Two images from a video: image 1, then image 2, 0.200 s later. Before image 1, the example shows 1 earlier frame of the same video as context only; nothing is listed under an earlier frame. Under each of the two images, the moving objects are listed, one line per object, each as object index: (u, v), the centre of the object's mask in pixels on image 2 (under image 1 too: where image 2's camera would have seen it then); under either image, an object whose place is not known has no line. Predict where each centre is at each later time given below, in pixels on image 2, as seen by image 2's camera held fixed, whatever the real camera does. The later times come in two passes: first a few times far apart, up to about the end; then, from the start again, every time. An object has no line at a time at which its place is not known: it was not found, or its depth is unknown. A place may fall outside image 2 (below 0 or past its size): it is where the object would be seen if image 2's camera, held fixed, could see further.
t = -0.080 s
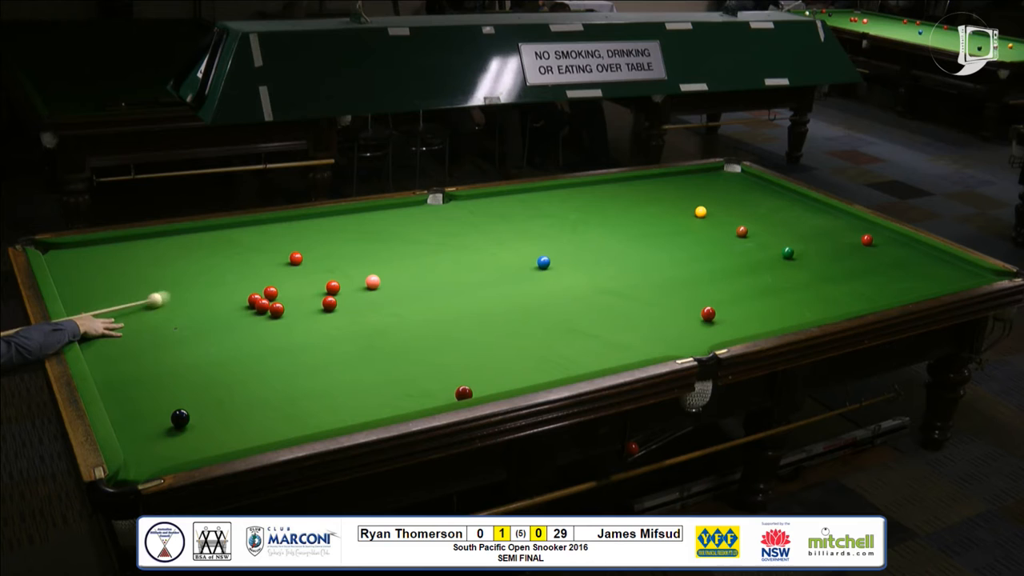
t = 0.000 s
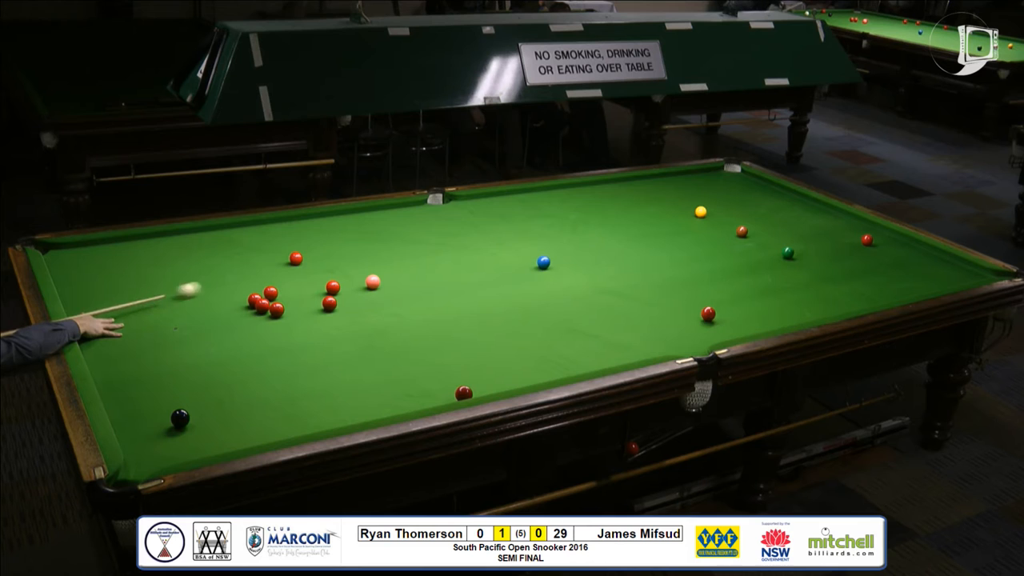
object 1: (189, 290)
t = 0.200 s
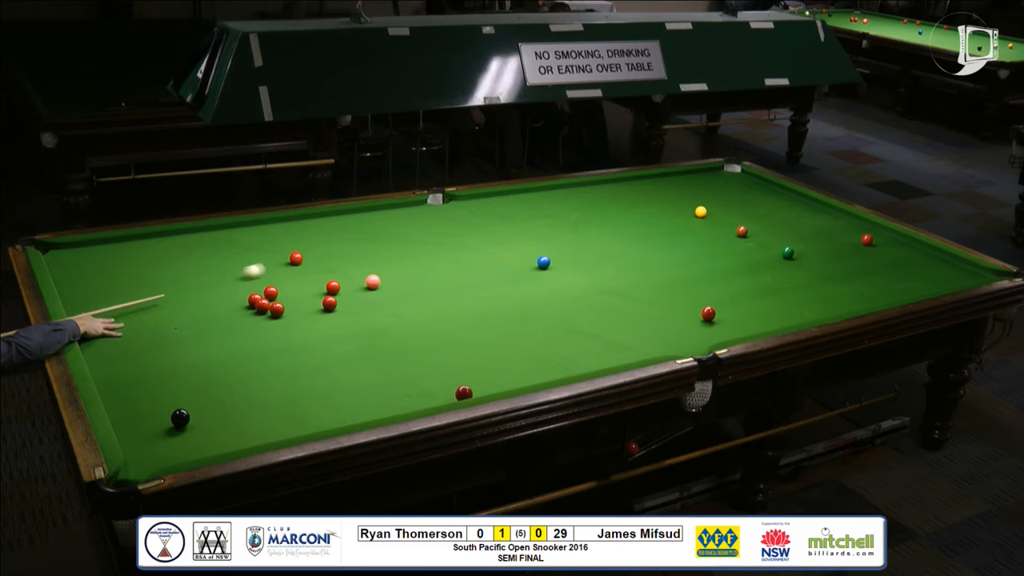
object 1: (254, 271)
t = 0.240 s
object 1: (265, 267)
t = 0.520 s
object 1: (305, 261)
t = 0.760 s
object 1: (328, 259)
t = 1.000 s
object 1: (349, 257)
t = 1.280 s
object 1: (371, 255)
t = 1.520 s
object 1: (389, 254)
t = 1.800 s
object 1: (407, 252)
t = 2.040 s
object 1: (421, 251)
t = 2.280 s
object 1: (433, 250)
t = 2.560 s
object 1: (445, 249)
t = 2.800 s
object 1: (454, 248)
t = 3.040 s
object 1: (462, 247)
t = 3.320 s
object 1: (469, 246)
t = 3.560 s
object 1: (474, 246)
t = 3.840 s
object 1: (478, 245)
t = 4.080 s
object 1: (480, 245)
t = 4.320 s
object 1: (481, 245)
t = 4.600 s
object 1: (481, 245)
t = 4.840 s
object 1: (481, 245)
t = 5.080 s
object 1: (481, 245)
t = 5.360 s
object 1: (481, 245)
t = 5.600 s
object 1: (481, 245)
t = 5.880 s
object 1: (481, 245)
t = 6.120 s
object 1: (481, 245)
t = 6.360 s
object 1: (481, 245)
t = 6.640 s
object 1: (481, 245)
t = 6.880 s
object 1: (481, 245)
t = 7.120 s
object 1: (481, 245)
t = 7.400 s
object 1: (481, 245)
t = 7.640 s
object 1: (481, 245)
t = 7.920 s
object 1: (481, 245)
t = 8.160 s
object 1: (481, 245)
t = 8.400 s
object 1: (481, 245)
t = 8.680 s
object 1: (481, 245)
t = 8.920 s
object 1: (481, 245)
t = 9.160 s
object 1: (481, 245)
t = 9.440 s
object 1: (481, 245)
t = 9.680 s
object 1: (481, 245)
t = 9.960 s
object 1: (481, 245)
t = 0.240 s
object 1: (265, 267)
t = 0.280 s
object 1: (277, 264)
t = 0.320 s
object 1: (286, 262)
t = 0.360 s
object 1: (289, 262)
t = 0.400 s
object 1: (292, 262)
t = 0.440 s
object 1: (297, 262)
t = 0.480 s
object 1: (300, 262)
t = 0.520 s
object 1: (305, 261)
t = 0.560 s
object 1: (309, 261)
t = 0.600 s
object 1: (313, 261)
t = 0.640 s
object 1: (316, 260)
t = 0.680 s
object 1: (320, 260)
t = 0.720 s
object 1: (324, 259)
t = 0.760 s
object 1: (328, 259)
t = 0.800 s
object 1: (331, 259)
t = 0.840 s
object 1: (335, 259)
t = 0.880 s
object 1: (339, 258)
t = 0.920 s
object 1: (342, 258)
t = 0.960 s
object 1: (346, 258)
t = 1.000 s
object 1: (349, 257)
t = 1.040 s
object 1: (352, 257)
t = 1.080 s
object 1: (356, 257)
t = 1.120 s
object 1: (359, 256)
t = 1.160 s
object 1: (362, 256)
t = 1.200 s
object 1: (365, 256)
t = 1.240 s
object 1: (368, 256)
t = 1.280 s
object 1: (371, 255)
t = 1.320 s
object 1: (374, 255)
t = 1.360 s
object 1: (377, 255)
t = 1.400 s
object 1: (380, 255)
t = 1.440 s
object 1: (383, 254)
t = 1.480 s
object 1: (386, 254)
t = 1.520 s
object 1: (389, 254)
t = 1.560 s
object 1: (391, 254)
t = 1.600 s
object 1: (394, 253)
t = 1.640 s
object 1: (397, 253)
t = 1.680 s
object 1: (399, 253)
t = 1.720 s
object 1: (402, 252)
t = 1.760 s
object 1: (404, 252)
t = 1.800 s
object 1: (407, 252)
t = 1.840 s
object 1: (409, 252)
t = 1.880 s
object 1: (412, 252)
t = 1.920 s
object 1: (414, 251)
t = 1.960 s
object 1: (416, 251)
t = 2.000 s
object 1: (418, 251)
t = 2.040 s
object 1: (421, 251)
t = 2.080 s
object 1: (423, 251)
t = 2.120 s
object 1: (425, 250)
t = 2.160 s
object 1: (427, 250)
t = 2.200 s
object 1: (429, 250)
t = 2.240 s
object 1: (431, 250)
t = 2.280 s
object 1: (433, 250)
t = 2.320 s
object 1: (435, 250)
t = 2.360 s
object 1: (437, 250)
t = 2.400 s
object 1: (438, 249)
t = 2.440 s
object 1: (440, 249)
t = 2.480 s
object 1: (442, 249)
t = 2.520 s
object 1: (444, 249)
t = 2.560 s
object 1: (445, 249)
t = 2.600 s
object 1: (447, 248)
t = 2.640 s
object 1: (448, 248)
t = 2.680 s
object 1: (450, 248)
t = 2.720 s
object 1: (452, 248)
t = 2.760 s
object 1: (453, 248)
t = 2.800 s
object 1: (454, 248)
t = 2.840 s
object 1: (456, 247)
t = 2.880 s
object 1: (457, 247)
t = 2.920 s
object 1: (458, 247)
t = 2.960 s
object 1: (460, 247)
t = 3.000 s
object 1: (461, 247)
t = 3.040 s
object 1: (462, 247)
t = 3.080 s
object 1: (463, 247)
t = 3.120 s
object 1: (465, 247)
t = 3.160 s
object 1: (466, 247)
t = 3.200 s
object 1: (466, 247)
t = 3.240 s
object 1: (467, 247)
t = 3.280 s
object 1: (469, 246)
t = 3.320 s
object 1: (469, 246)
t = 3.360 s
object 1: (470, 246)
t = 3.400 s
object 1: (471, 246)
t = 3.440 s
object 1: (472, 246)
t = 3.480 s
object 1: (473, 246)
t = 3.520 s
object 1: (474, 246)
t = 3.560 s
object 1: (474, 246)
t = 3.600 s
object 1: (475, 246)
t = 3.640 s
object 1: (476, 246)
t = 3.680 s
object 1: (476, 246)
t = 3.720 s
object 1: (477, 245)
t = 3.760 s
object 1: (477, 245)
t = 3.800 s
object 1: (478, 245)
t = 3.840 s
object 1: (478, 245)
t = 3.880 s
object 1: (479, 245)
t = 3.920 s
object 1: (479, 245)
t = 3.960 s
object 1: (480, 245)
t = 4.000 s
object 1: (480, 245)
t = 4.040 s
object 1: (480, 245)
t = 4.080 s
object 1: (480, 245)
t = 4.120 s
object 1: (480, 245)
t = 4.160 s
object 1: (481, 245)
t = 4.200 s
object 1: (481, 245)
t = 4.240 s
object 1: (481, 245)
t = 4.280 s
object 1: (481, 245)
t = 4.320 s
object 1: (481, 245)
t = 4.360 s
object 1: (481, 245)
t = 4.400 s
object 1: (481, 245)
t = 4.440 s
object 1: (481, 245)
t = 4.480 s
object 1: (481, 245)
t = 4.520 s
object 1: (481, 245)
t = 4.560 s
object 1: (481, 245)
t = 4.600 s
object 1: (481, 245)
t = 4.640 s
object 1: (481, 245)
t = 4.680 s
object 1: (481, 245)
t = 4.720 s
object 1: (481, 245)
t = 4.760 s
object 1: (481, 245)
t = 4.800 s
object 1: (481, 245)
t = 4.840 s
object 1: (481, 245)
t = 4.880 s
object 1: (481, 245)
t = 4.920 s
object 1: (481, 245)
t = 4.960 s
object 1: (481, 245)
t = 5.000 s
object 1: (481, 245)
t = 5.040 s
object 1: (481, 245)
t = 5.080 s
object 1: (481, 245)
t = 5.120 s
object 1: (481, 245)
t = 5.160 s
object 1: (481, 245)
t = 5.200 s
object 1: (481, 245)
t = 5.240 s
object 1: (481, 245)
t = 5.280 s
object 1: (481, 245)
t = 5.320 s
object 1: (481, 245)
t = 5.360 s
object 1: (481, 245)
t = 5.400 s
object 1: (481, 245)
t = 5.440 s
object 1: (481, 245)
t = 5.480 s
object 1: (481, 245)
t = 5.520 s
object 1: (481, 245)
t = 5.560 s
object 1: (481, 245)
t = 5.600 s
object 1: (481, 245)
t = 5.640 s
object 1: (481, 245)
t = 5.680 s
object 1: (481, 245)
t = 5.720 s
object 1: (481, 245)
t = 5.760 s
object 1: (481, 245)
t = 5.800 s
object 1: (481, 245)
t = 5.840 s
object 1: (481, 245)
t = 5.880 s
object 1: (481, 245)
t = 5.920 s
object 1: (481, 245)
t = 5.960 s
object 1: (481, 245)
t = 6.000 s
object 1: (481, 245)
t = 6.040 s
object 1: (481, 245)
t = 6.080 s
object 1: (481, 245)
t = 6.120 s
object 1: (481, 245)
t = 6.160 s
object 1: (481, 245)
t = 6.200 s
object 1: (481, 245)
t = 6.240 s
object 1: (481, 245)
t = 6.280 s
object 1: (481, 245)
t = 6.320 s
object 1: (481, 245)
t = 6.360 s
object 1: (481, 245)
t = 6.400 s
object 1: (481, 245)
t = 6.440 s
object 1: (481, 245)
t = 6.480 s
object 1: (481, 245)
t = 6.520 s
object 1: (481, 245)
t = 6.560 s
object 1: (481, 245)
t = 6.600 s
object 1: (481, 245)
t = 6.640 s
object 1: (481, 245)
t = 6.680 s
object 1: (481, 245)
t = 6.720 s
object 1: (481, 245)
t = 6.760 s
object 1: (481, 245)
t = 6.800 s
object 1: (481, 245)
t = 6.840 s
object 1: (481, 245)
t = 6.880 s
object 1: (481, 245)
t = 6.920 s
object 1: (481, 245)
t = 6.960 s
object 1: (481, 245)
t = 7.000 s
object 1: (481, 245)
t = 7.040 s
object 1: (481, 245)
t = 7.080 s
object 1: (481, 245)
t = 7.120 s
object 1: (481, 245)
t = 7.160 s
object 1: (481, 245)
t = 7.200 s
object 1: (481, 245)
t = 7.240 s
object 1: (481, 245)
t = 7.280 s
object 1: (481, 245)
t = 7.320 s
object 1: (481, 245)
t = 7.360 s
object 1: (481, 245)
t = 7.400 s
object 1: (481, 245)
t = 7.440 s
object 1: (481, 245)
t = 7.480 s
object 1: (481, 245)
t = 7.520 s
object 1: (481, 245)
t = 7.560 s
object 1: (481, 245)
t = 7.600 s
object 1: (481, 245)
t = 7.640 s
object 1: (481, 245)
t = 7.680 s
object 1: (481, 245)
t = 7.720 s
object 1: (481, 245)
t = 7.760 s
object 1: (481, 245)
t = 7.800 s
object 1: (481, 245)
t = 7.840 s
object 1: (481, 245)
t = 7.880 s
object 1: (481, 245)
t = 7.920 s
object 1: (481, 245)
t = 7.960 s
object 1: (481, 245)
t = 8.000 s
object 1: (481, 245)
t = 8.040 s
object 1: (481, 245)
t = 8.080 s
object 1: (481, 245)
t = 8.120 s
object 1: (481, 245)
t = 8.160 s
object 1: (481, 245)
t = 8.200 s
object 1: (481, 245)
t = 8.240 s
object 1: (481, 245)
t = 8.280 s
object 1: (481, 245)
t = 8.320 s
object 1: (481, 245)
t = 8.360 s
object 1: (481, 245)
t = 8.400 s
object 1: (481, 245)
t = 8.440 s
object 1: (481, 245)
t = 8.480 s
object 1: (481, 245)
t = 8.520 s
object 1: (481, 245)
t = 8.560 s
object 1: (481, 245)
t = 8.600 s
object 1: (481, 245)
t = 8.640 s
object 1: (481, 245)
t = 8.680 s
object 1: (481, 245)
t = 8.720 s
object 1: (481, 245)
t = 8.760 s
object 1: (481, 245)
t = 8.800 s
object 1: (481, 245)
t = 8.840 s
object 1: (481, 245)
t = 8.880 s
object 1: (481, 245)
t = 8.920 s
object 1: (481, 245)
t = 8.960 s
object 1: (481, 245)
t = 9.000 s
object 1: (481, 245)
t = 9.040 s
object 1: (481, 245)
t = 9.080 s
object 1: (481, 245)
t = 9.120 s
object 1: (481, 245)
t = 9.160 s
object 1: (481, 245)
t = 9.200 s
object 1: (481, 245)
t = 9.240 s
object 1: (481, 245)
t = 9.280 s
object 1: (481, 245)
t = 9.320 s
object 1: (481, 245)
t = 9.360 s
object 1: (481, 245)
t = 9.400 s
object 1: (481, 245)
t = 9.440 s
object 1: (481, 245)
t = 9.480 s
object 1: (481, 245)
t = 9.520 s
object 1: (481, 245)
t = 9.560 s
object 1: (481, 245)
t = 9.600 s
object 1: (481, 245)
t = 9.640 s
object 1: (481, 245)
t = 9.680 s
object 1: (481, 245)
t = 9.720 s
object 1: (481, 245)
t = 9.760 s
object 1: (481, 245)
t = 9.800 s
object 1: (481, 245)
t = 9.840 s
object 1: (481, 245)
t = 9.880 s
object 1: (481, 245)
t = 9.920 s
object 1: (481, 245)
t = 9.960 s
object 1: (481, 245)
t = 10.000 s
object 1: (481, 245)
